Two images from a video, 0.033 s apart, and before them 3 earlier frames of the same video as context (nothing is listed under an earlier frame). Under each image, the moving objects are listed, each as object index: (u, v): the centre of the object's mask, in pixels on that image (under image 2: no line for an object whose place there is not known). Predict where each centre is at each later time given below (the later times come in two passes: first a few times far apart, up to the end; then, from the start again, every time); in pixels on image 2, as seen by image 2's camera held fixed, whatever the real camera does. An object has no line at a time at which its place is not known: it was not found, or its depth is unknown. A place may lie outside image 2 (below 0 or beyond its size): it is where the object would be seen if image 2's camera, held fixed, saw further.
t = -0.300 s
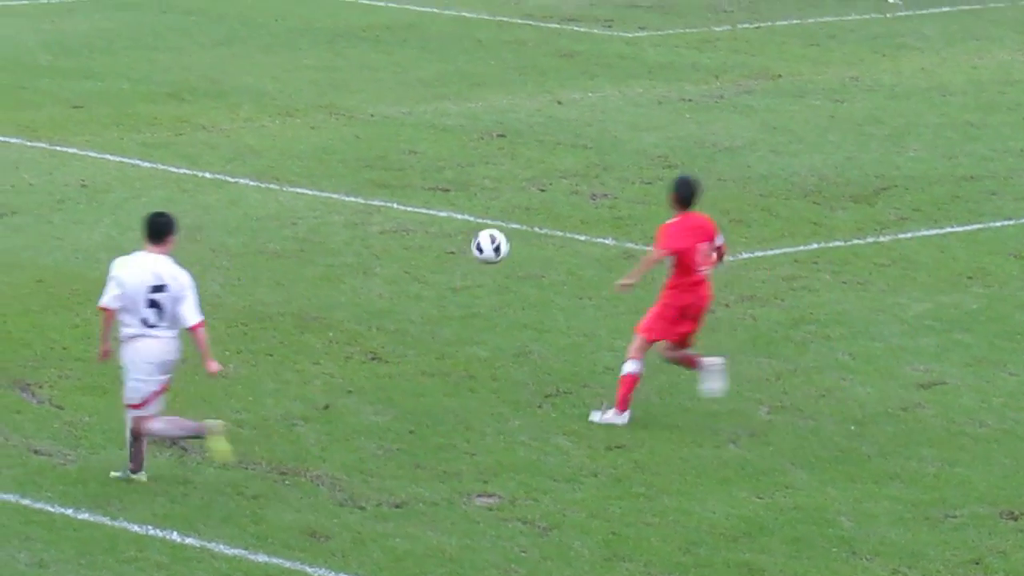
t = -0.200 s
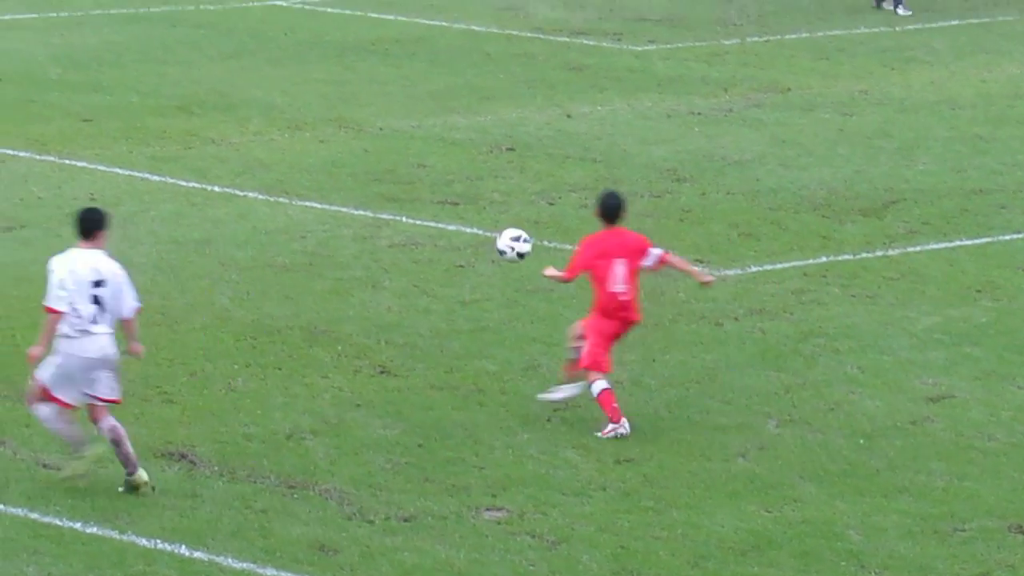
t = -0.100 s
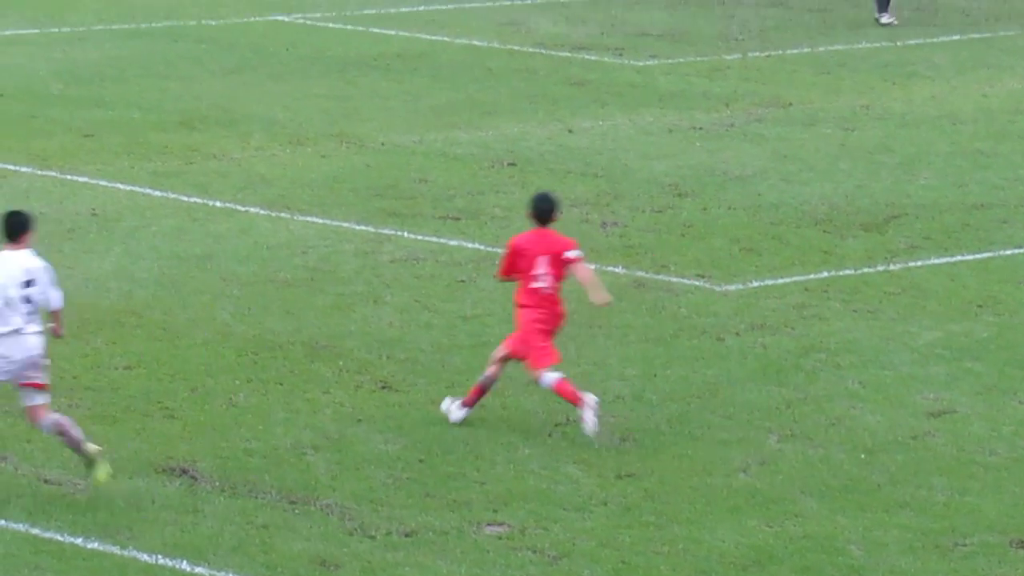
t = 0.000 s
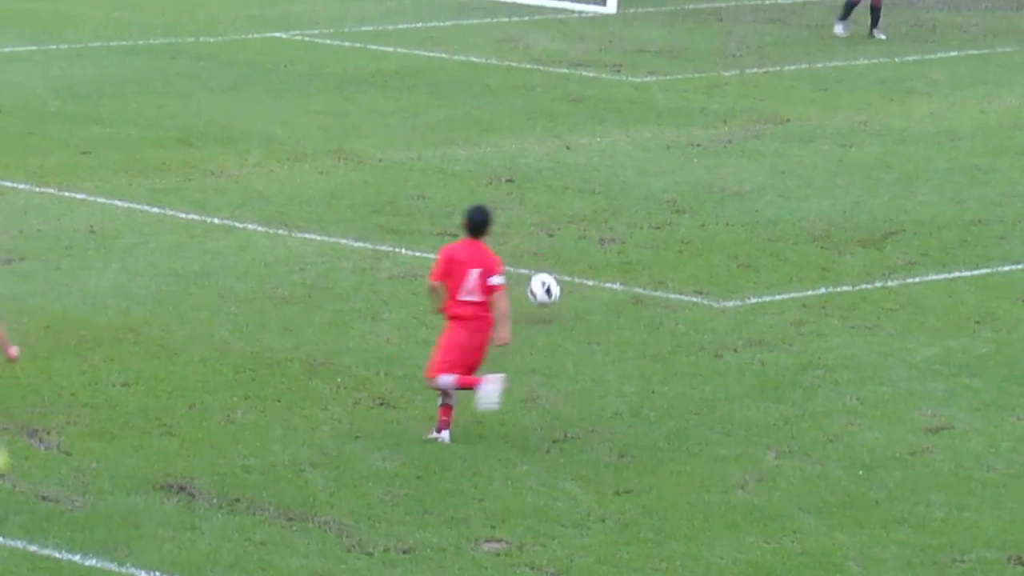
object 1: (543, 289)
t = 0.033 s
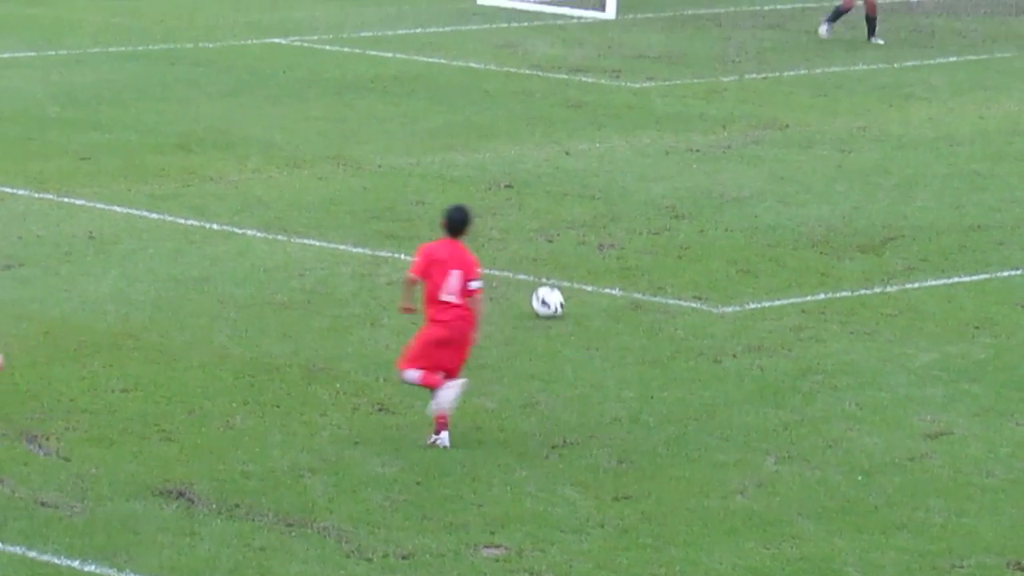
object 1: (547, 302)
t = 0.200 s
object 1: (576, 252)
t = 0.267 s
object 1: (586, 241)
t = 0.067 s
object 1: (553, 293)
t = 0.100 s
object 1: (559, 280)
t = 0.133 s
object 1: (565, 270)
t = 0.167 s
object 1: (570, 260)
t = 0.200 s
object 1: (576, 252)
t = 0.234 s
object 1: (581, 246)
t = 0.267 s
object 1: (586, 241)
